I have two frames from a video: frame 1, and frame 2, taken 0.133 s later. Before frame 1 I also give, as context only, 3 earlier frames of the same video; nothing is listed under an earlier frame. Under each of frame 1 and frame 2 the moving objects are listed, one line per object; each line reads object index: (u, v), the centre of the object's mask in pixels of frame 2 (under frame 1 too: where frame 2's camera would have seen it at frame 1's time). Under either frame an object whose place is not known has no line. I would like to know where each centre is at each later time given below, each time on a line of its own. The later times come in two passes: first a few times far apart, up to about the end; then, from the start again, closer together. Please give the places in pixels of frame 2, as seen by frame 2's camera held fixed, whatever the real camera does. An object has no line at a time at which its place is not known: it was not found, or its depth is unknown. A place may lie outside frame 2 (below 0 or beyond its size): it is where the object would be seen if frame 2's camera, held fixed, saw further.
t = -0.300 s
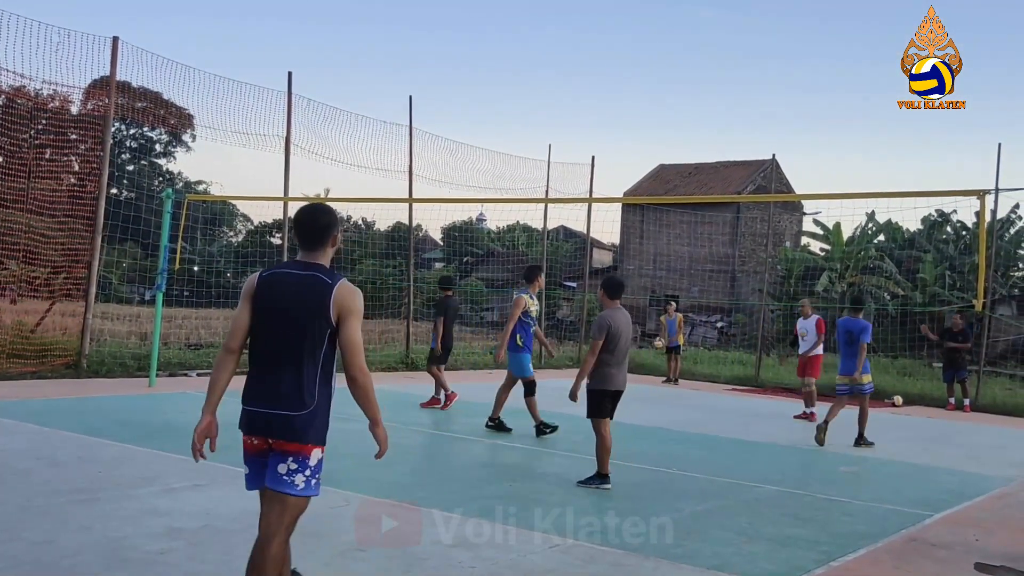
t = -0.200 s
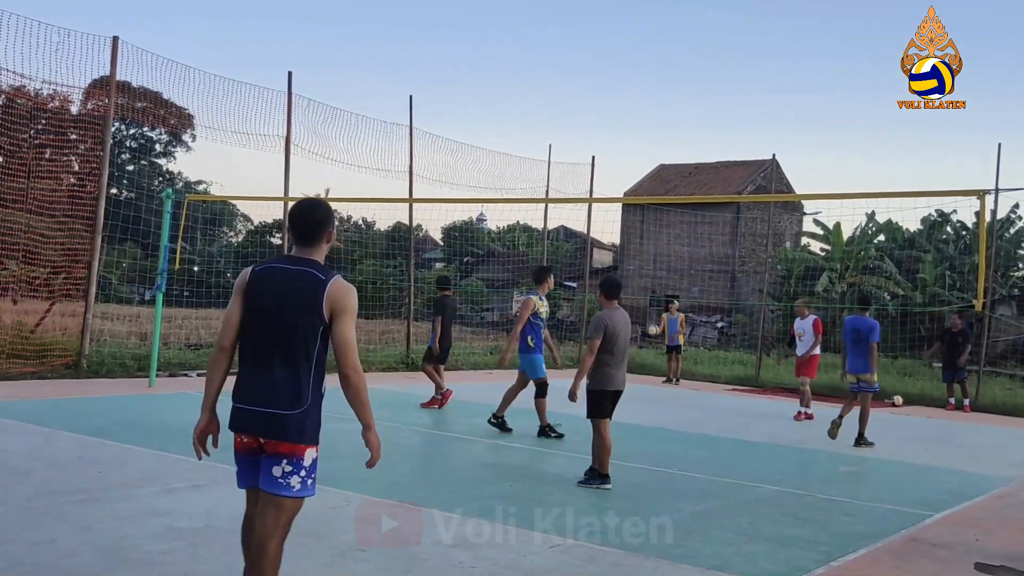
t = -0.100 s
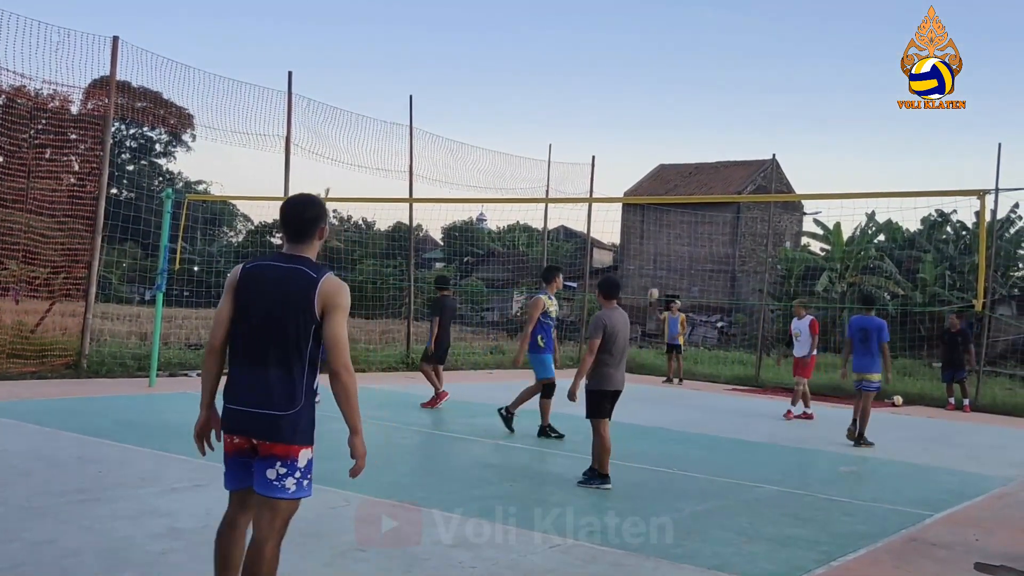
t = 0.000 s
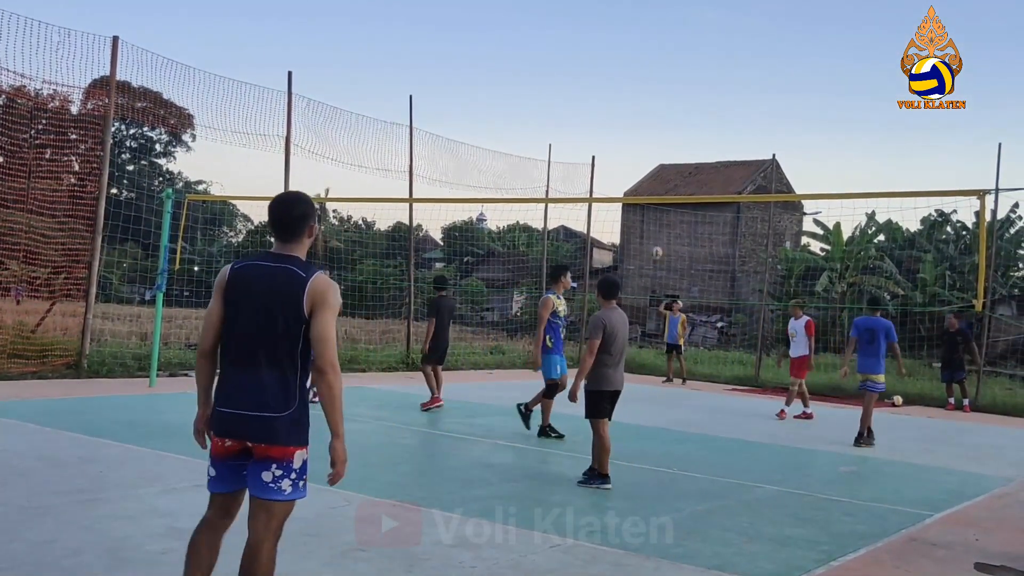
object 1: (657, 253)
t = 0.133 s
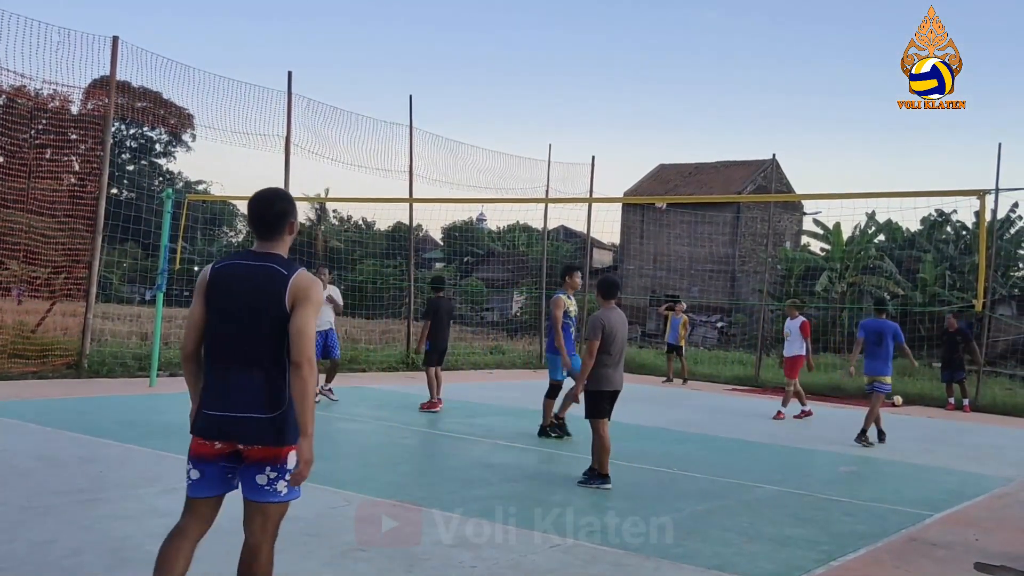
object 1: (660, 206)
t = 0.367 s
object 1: (664, 143)
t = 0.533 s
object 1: (665, 115)
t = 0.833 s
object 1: (663, 98)
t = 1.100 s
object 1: (660, 121)
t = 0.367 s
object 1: (664, 143)
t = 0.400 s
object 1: (664, 136)
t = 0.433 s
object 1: (664, 130)
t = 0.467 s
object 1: (664, 124)
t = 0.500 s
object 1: (665, 119)
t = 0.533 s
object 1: (665, 115)
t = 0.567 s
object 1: (665, 111)
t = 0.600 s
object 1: (665, 107)
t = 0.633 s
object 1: (665, 104)
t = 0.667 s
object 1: (664, 102)
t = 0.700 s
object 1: (664, 100)
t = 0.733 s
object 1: (664, 99)
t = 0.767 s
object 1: (664, 98)
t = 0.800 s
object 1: (664, 98)
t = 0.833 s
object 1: (663, 98)
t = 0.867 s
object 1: (663, 99)
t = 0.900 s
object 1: (663, 100)
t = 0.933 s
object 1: (662, 103)
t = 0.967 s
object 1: (662, 105)
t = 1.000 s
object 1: (662, 108)
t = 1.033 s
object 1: (661, 112)
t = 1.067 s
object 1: (660, 116)
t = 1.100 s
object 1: (660, 121)
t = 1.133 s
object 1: (659, 126)
